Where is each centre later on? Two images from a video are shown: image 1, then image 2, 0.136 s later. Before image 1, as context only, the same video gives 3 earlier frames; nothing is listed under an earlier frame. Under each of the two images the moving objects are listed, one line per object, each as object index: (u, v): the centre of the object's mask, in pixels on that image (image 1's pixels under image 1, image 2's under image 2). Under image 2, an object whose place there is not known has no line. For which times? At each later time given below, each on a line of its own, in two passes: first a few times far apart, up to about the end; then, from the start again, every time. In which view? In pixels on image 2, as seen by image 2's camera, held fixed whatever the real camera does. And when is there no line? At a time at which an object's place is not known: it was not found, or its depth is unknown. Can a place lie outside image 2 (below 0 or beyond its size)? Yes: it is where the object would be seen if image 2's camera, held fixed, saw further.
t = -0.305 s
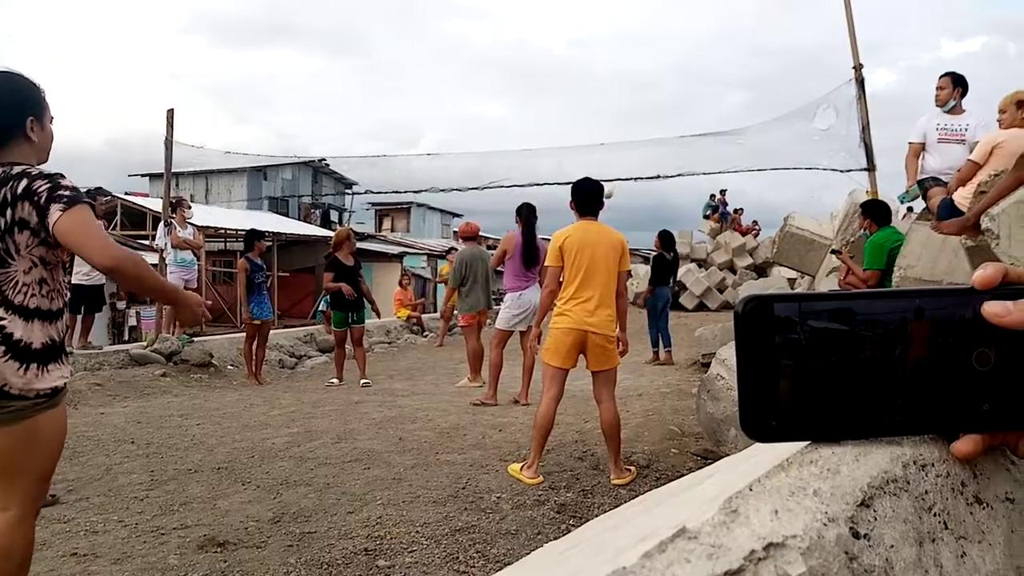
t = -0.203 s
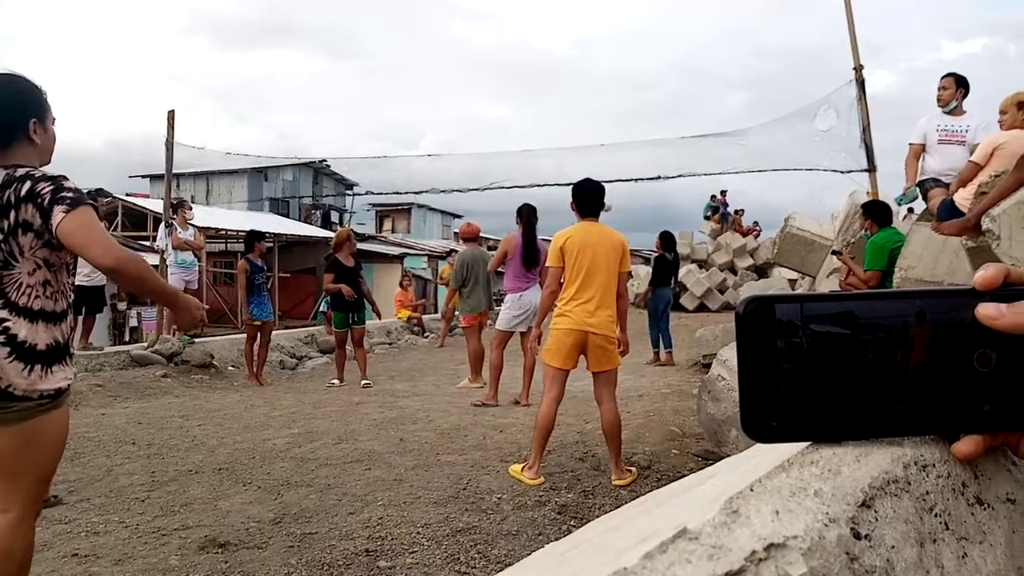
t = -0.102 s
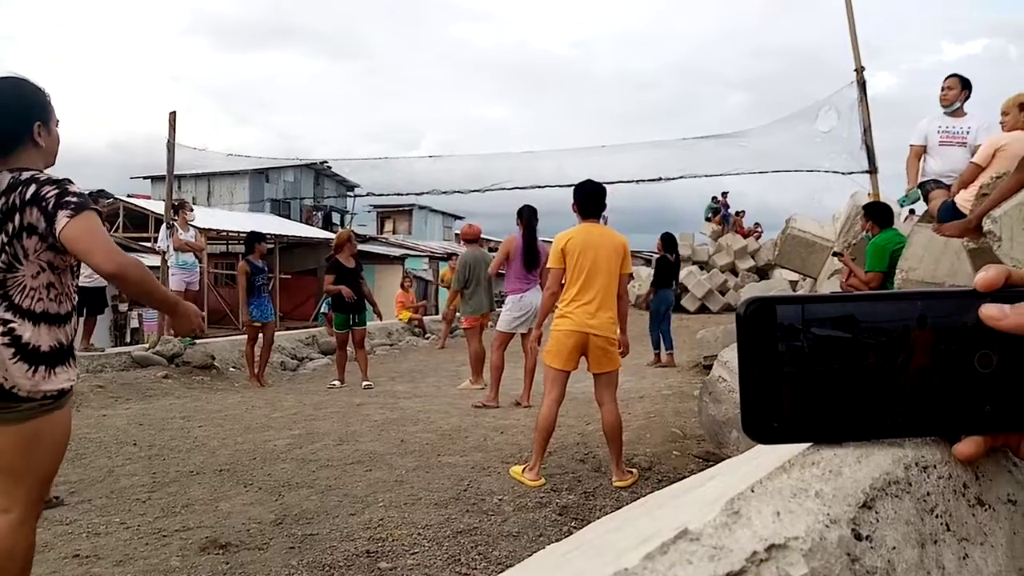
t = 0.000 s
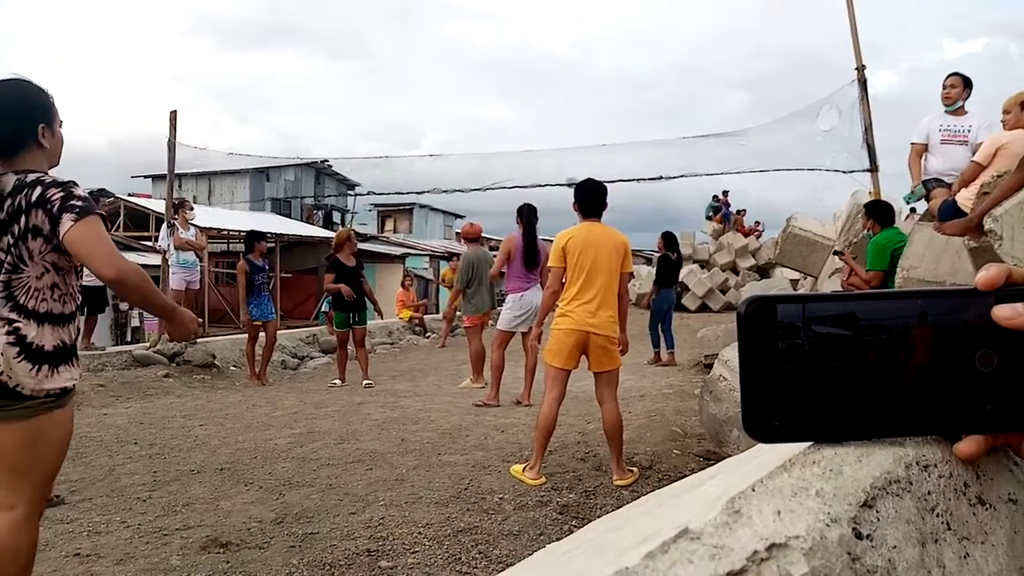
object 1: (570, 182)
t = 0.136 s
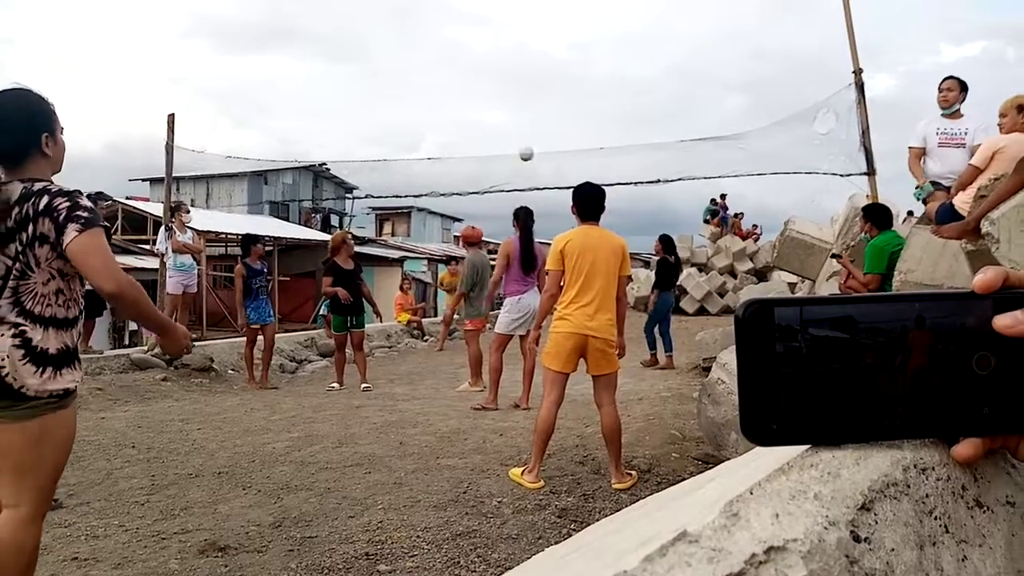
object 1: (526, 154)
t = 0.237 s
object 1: (486, 134)
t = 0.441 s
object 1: (375, 107)
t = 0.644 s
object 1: (195, 109)
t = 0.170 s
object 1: (513, 147)
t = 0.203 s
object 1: (500, 141)
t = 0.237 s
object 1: (486, 134)
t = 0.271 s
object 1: (470, 128)
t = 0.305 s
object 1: (454, 123)
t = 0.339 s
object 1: (436, 118)
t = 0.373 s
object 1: (417, 114)
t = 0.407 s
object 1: (397, 110)
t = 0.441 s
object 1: (375, 107)
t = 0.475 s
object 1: (352, 105)
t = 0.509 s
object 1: (326, 104)
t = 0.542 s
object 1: (298, 103)
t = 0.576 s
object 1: (267, 103)
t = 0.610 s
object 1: (232, 105)
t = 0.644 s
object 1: (195, 109)
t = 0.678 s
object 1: (154, 114)
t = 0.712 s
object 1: (109, 122)
